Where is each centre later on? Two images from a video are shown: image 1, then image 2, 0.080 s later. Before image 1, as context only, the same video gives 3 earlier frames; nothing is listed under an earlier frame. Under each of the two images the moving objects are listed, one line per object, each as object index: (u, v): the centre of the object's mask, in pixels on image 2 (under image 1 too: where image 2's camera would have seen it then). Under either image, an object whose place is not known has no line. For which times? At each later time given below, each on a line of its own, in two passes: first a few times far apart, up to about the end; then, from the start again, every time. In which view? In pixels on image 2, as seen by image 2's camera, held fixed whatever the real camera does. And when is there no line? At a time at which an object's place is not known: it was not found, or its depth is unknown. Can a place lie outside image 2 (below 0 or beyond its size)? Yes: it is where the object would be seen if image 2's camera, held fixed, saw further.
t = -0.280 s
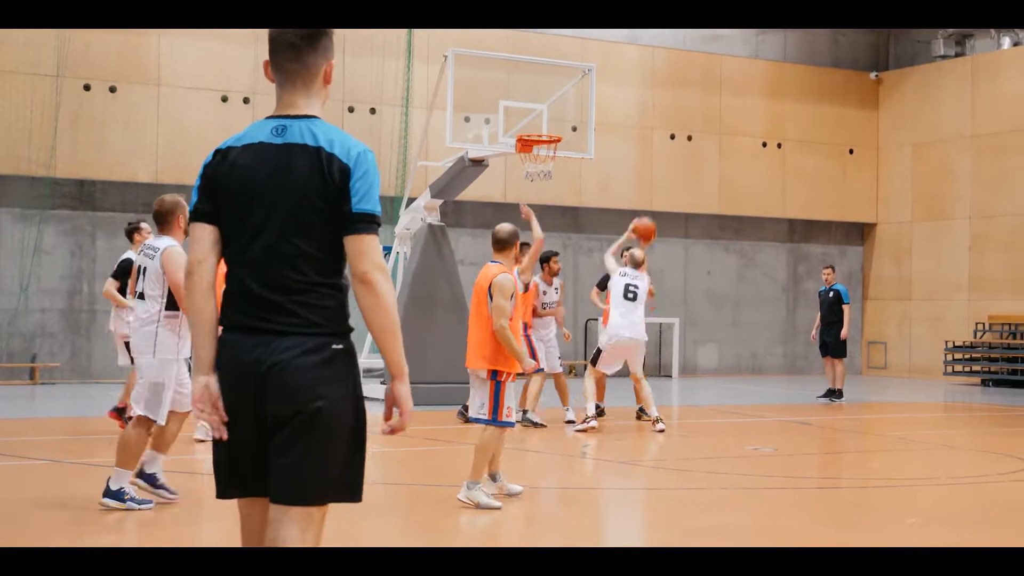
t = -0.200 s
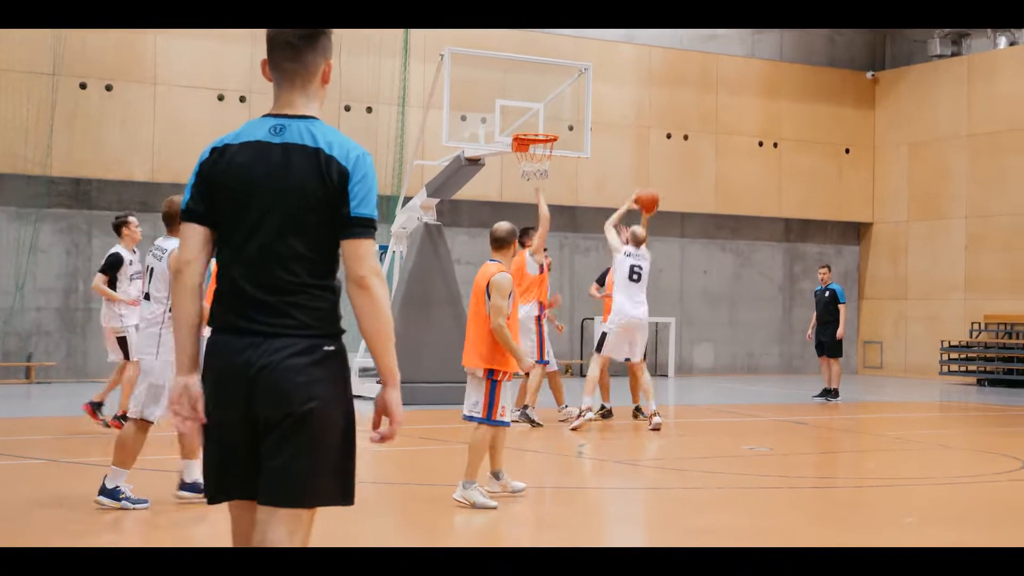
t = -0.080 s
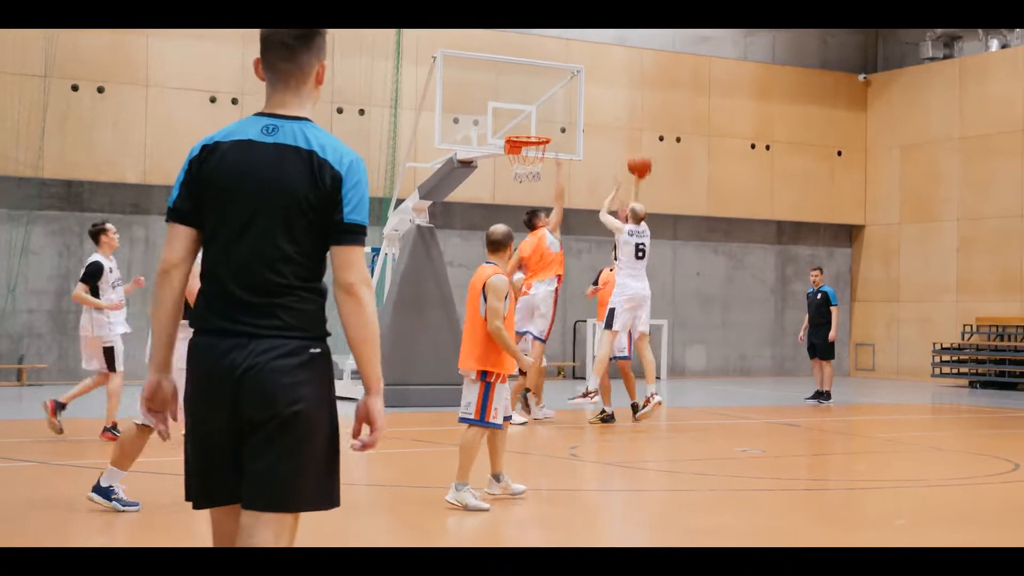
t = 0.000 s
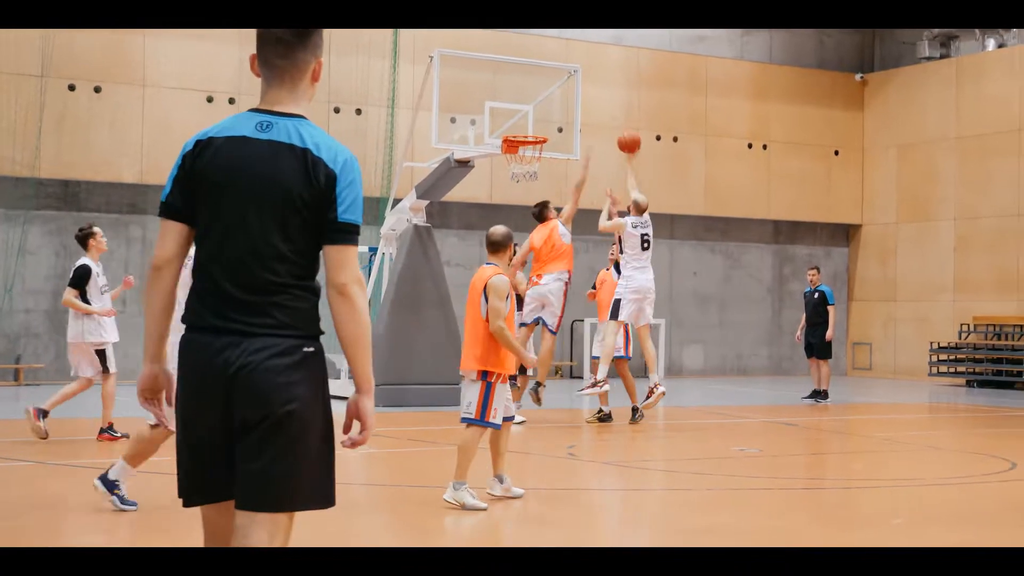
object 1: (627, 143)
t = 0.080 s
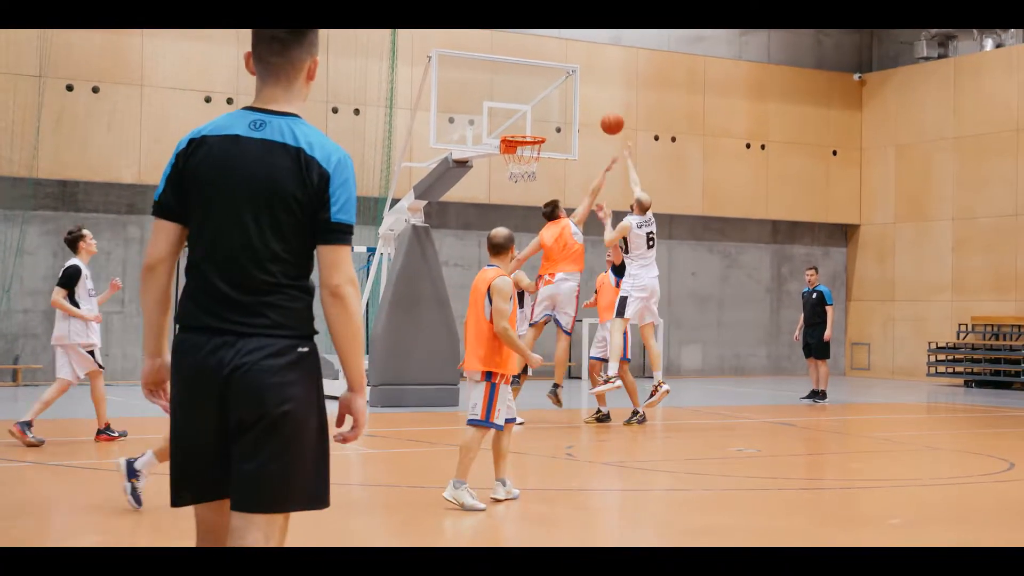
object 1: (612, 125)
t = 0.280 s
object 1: (574, 105)
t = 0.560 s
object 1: (525, 140)
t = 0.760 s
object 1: (506, 171)
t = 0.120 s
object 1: (604, 117)
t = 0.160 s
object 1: (597, 112)
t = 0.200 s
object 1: (589, 108)
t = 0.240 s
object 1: (582, 106)
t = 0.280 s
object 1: (574, 105)
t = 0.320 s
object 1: (567, 106)
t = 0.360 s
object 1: (560, 108)
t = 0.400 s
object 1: (552, 112)
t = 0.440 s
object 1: (545, 117)
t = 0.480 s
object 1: (538, 123)
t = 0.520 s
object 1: (531, 129)
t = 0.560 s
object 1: (525, 140)
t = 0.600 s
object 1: (518, 150)
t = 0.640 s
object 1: (511, 157)
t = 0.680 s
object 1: (508, 164)
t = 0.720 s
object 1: (507, 167)
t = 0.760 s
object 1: (506, 171)
